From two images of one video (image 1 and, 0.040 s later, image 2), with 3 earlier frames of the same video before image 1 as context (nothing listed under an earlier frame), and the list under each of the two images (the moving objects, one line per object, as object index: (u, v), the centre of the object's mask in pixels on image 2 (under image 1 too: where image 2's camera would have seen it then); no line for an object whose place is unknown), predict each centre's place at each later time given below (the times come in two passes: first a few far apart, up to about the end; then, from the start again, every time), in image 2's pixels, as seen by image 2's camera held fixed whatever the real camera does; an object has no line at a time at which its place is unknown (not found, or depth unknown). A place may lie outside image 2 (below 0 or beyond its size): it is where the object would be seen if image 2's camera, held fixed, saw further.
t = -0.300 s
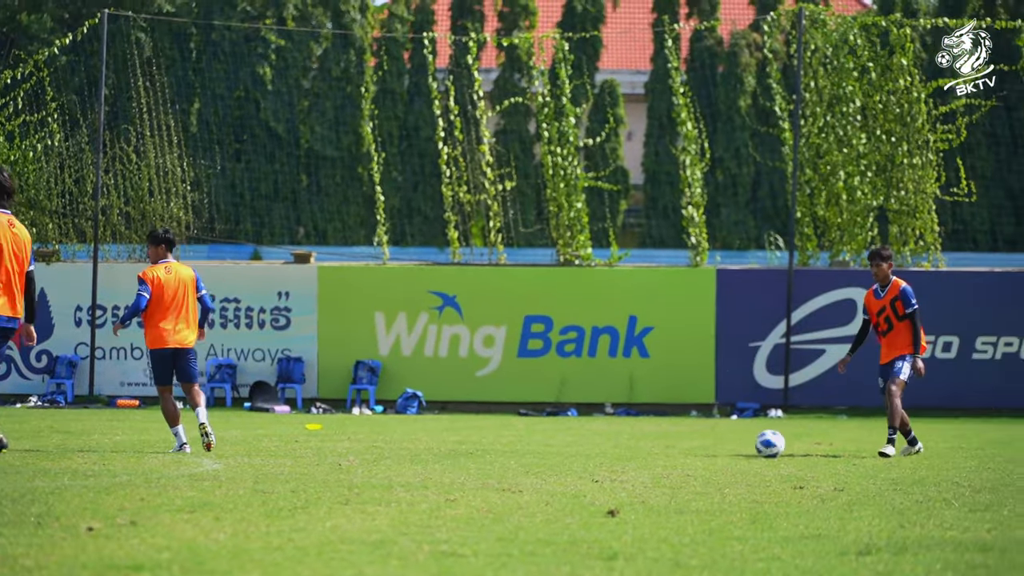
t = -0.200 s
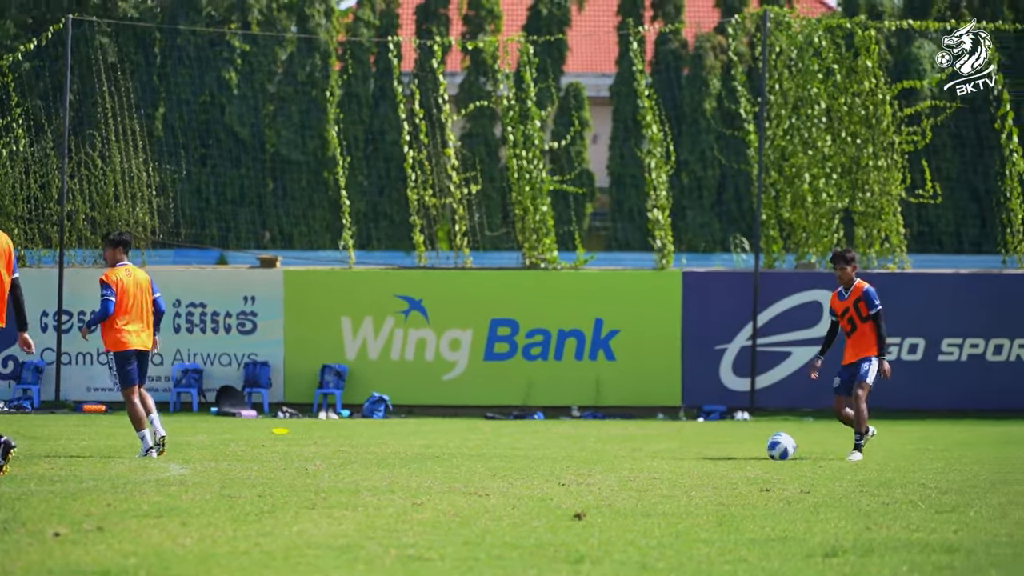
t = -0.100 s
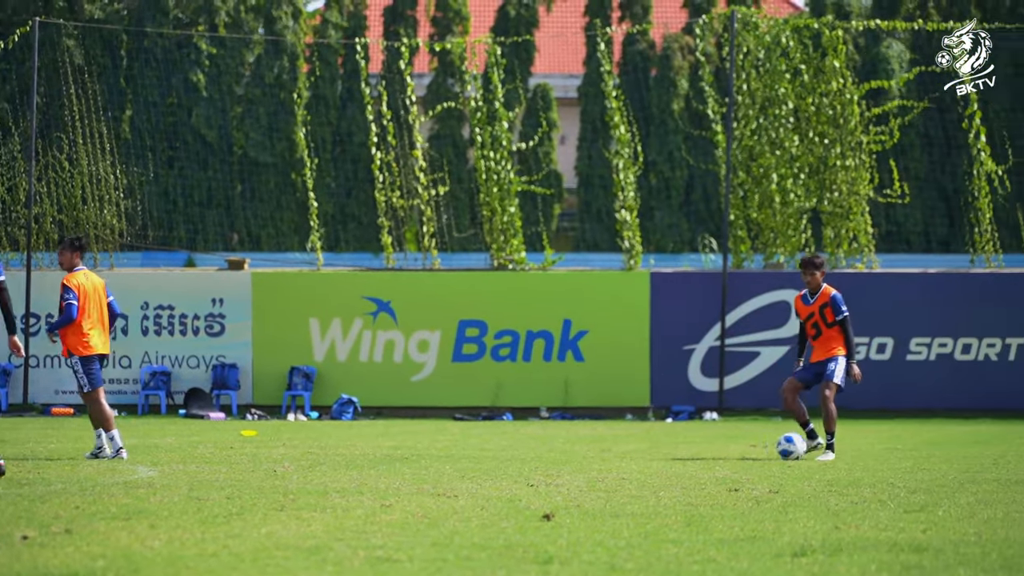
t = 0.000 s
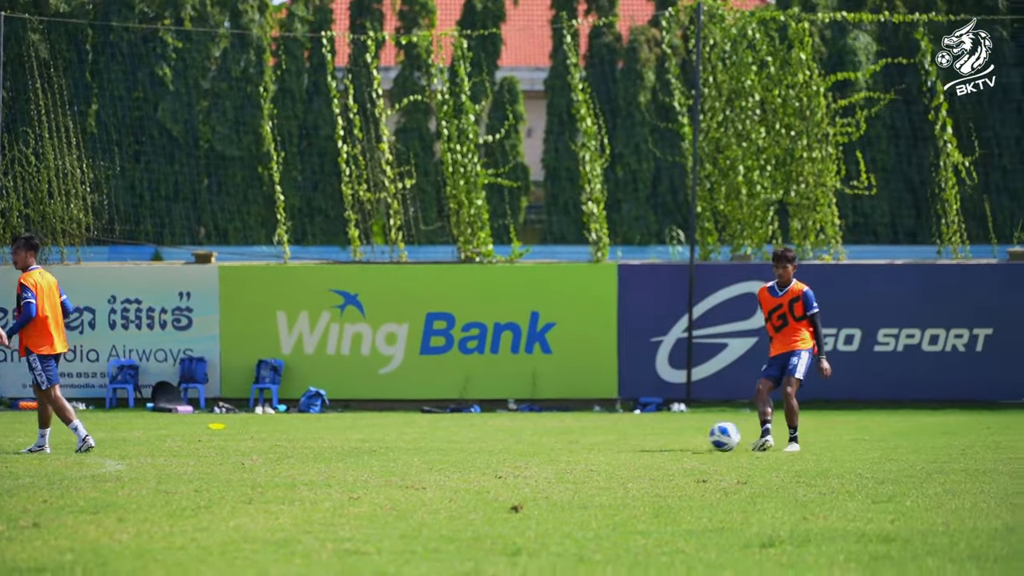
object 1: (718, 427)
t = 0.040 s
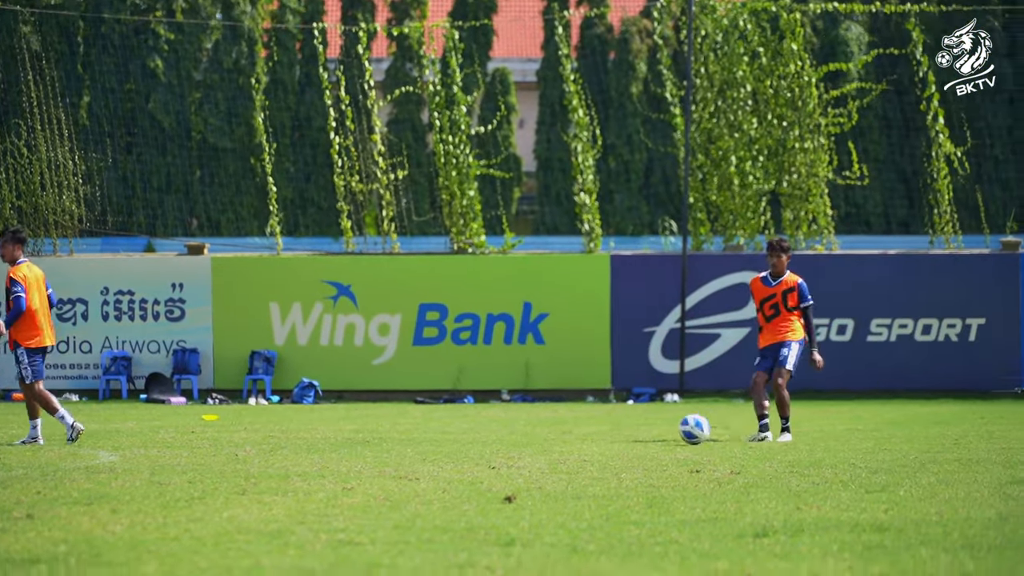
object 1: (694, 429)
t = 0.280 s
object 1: (555, 438)
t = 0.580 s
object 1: (388, 444)
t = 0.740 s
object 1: (303, 452)
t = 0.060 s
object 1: (683, 431)
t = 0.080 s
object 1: (671, 432)
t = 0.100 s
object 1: (659, 434)
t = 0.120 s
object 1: (648, 434)
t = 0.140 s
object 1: (636, 434)
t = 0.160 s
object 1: (625, 434)
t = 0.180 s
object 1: (613, 434)
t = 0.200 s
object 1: (602, 434)
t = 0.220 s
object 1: (590, 435)
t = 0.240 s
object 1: (578, 436)
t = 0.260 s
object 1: (566, 437)
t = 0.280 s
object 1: (555, 438)
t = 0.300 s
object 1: (543, 438)
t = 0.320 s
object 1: (532, 439)
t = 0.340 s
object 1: (521, 439)
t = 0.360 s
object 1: (509, 439)
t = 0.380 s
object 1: (498, 440)
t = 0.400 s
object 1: (487, 440)
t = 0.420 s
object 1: (476, 441)
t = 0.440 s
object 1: (465, 442)
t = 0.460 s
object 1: (454, 442)
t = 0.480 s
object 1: (442, 443)
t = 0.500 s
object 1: (431, 444)
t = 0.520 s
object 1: (420, 445)
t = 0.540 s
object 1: (409, 445)
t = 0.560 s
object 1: (398, 445)
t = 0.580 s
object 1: (388, 444)
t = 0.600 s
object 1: (377, 444)
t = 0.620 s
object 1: (367, 444)
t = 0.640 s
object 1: (356, 444)
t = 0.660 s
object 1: (346, 445)
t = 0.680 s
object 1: (335, 446)
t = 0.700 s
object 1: (324, 448)
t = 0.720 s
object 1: (313, 451)
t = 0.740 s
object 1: (303, 452)
